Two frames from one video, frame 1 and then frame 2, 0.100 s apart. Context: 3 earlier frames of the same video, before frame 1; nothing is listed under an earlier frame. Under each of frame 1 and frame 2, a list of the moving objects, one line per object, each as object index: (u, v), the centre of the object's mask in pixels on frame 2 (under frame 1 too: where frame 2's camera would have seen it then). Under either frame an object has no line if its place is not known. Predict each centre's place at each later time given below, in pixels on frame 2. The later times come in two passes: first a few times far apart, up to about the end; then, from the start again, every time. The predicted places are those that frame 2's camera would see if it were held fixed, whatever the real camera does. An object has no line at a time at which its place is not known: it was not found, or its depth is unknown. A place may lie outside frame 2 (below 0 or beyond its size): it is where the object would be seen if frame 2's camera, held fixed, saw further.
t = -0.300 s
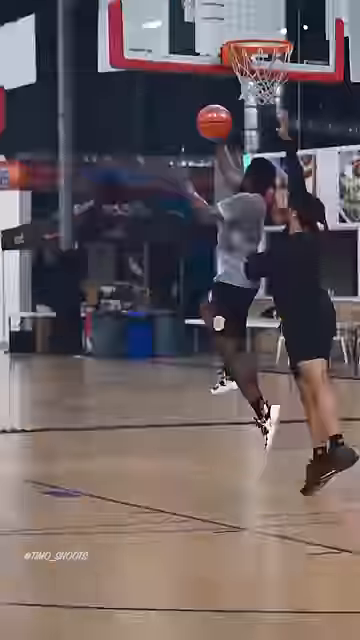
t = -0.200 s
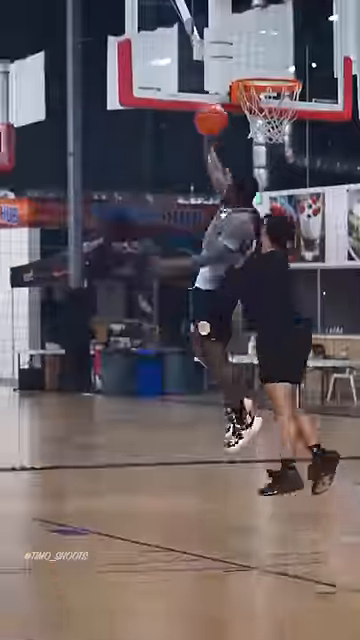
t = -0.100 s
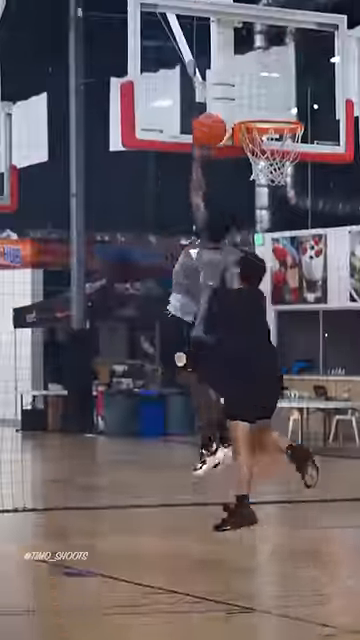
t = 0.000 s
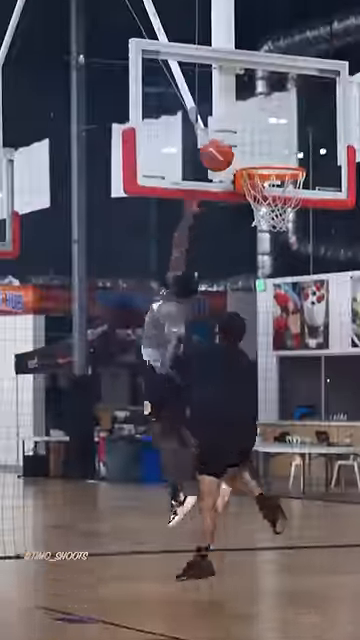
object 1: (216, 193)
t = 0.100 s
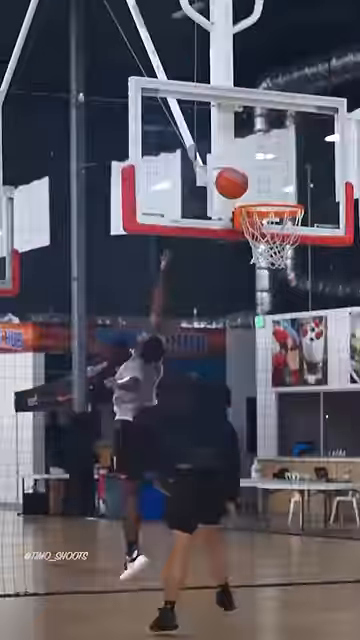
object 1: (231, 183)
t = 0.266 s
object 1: (259, 195)
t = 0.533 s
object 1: (286, 250)
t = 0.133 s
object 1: (237, 183)
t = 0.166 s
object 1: (242, 184)
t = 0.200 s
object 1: (248, 186)
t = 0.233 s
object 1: (253, 190)
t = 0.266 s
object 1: (259, 195)
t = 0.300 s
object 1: (265, 199)
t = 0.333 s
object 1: (273, 210)
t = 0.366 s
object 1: (281, 226)
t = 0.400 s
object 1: (284, 231)
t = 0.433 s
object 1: (289, 242)
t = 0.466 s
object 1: (291, 252)
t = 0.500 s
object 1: (286, 253)
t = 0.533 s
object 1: (286, 250)
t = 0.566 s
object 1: (286, 250)
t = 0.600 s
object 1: (284, 253)
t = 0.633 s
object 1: (284, 257)
